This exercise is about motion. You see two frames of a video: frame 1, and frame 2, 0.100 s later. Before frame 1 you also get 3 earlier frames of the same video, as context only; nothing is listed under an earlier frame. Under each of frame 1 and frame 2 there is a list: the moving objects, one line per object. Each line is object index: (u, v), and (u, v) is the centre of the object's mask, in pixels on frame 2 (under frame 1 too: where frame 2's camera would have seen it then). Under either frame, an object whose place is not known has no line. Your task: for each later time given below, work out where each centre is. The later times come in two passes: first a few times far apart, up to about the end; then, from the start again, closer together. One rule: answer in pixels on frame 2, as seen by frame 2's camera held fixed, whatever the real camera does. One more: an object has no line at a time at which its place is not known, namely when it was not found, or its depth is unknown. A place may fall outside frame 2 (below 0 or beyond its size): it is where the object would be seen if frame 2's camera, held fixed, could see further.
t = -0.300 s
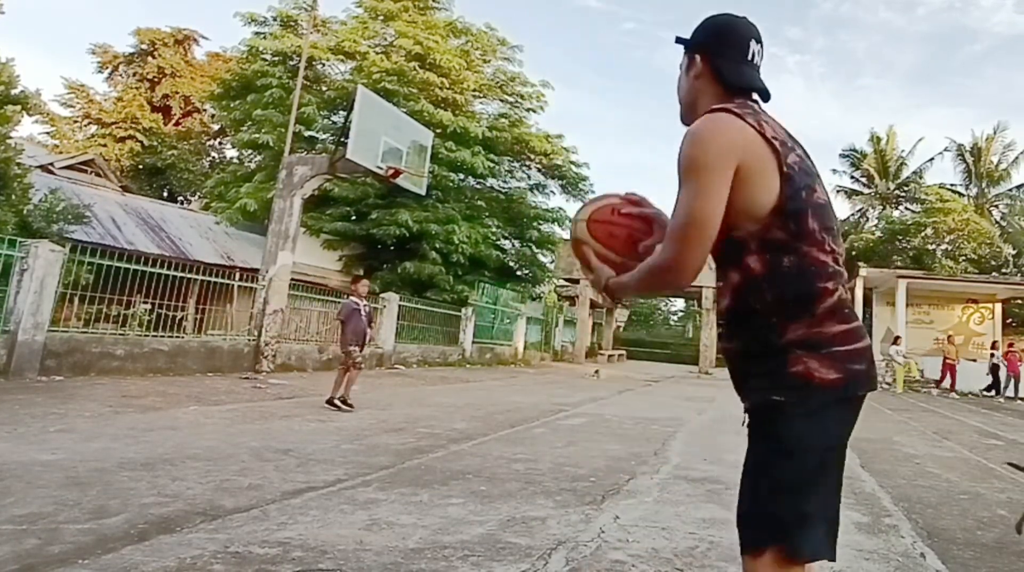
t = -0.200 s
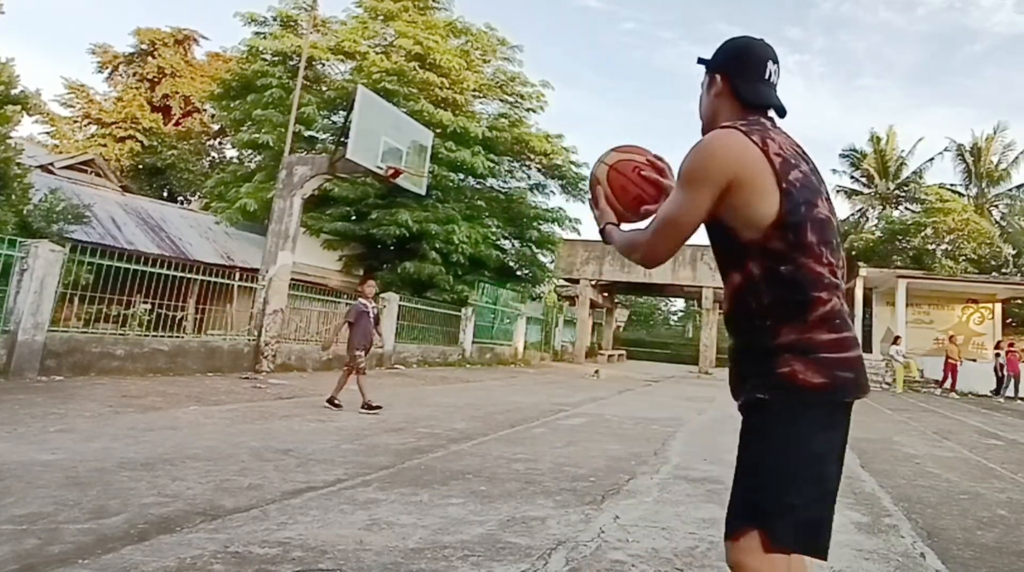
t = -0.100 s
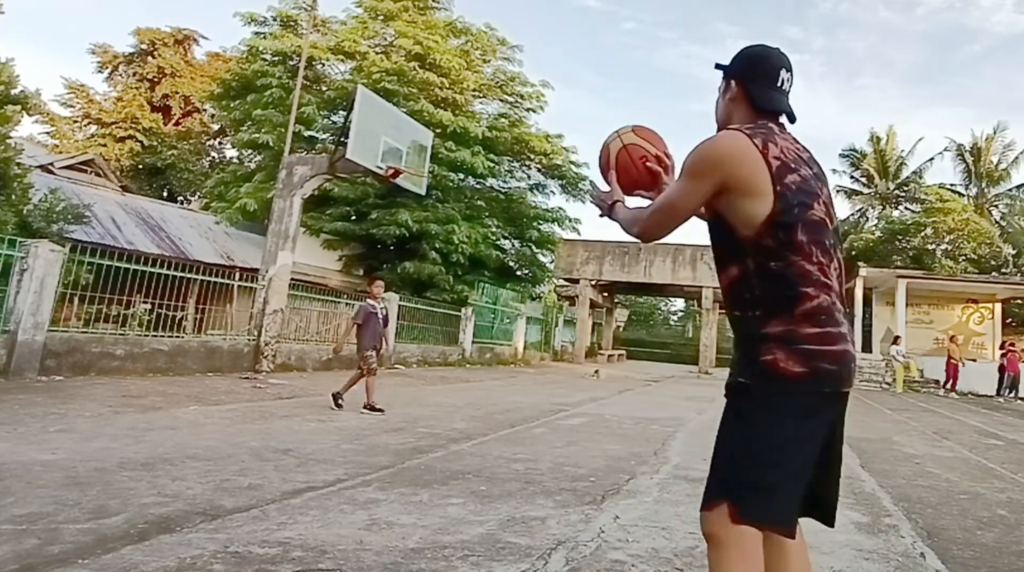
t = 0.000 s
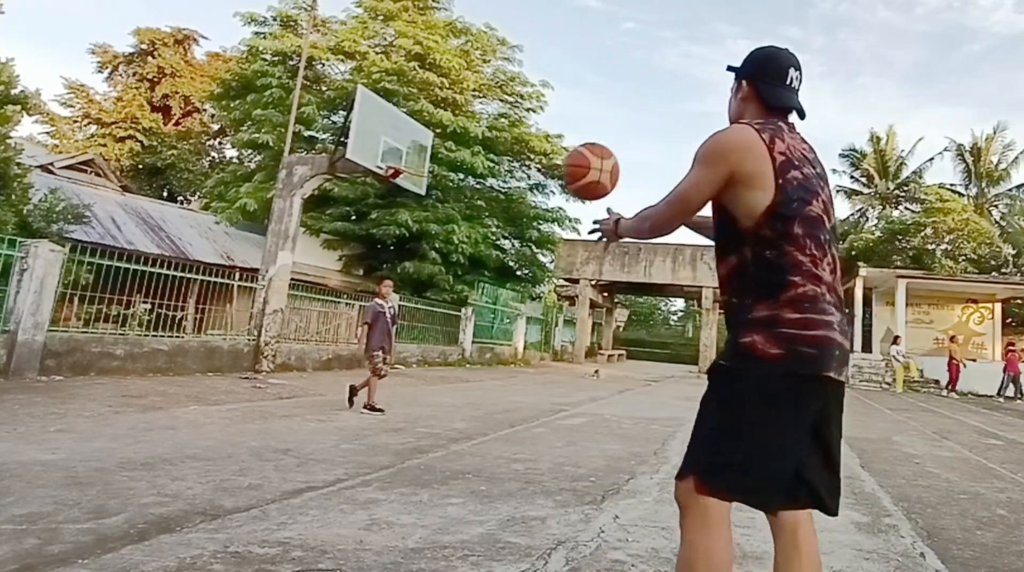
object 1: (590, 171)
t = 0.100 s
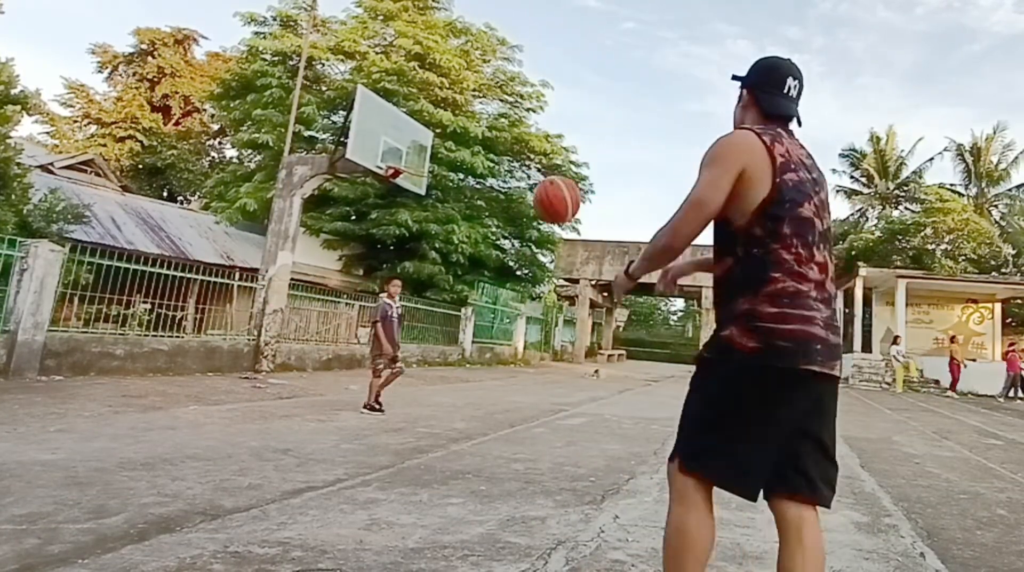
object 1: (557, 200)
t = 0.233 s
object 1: (522, 252)
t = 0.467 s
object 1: (479, 369)
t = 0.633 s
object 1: (464, 402)
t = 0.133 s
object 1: (548, 212)
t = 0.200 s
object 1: (531, 237)
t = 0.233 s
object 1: (522, 252)
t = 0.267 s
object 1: (515, 267)
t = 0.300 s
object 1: (509, 282)
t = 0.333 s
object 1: (503, 298)
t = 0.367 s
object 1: (497, 316)
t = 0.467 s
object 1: (479, 369)
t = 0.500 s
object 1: (472, 389)
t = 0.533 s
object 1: (466, 408)
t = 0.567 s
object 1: (463, 423)
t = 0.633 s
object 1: (464, 402)
